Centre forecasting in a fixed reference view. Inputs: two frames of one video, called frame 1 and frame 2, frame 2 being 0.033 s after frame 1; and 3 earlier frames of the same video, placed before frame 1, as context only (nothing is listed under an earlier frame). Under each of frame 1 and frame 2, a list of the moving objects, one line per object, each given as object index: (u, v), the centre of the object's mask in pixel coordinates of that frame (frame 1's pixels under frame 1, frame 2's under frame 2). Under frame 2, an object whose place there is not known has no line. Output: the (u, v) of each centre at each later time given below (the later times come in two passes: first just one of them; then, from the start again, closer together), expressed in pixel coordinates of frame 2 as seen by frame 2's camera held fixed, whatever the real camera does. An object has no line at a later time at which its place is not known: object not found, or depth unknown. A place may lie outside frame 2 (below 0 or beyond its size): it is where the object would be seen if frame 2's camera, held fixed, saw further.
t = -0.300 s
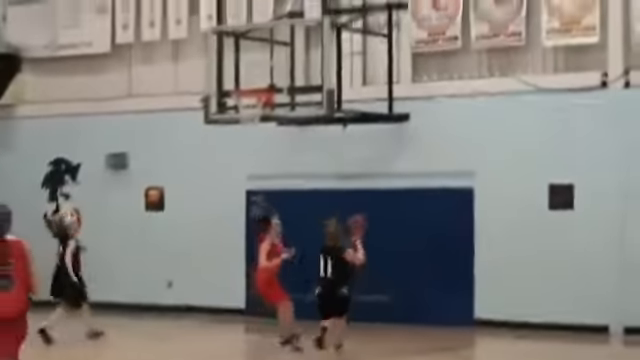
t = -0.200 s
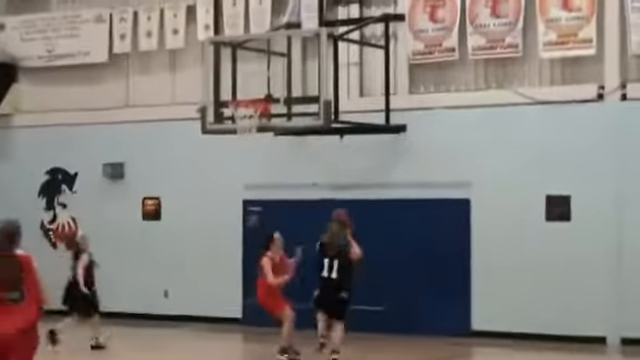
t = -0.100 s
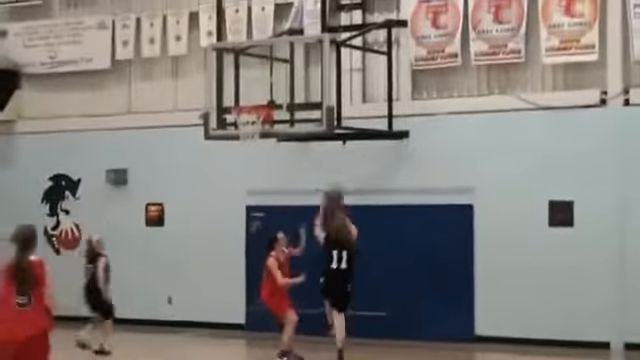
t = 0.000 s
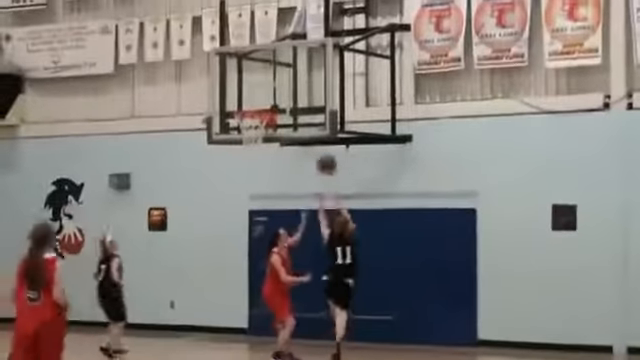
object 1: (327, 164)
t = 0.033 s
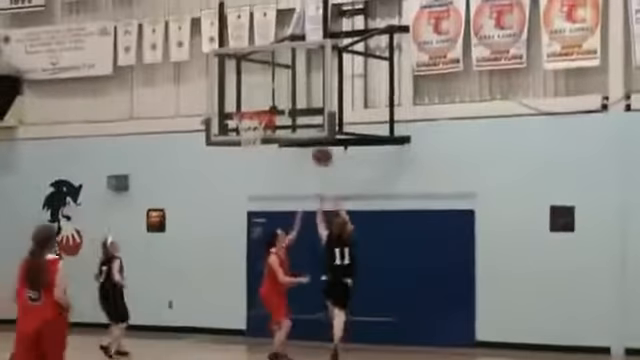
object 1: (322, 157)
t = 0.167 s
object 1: (309, 123)
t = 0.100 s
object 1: (315, 132)
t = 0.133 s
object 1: (312, 131)
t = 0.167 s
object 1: (309, 123)
